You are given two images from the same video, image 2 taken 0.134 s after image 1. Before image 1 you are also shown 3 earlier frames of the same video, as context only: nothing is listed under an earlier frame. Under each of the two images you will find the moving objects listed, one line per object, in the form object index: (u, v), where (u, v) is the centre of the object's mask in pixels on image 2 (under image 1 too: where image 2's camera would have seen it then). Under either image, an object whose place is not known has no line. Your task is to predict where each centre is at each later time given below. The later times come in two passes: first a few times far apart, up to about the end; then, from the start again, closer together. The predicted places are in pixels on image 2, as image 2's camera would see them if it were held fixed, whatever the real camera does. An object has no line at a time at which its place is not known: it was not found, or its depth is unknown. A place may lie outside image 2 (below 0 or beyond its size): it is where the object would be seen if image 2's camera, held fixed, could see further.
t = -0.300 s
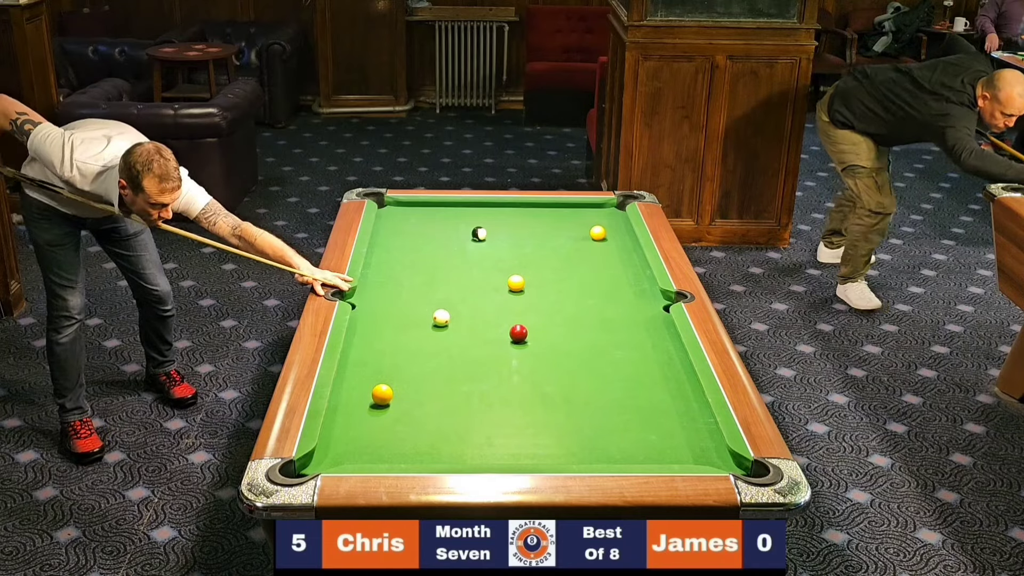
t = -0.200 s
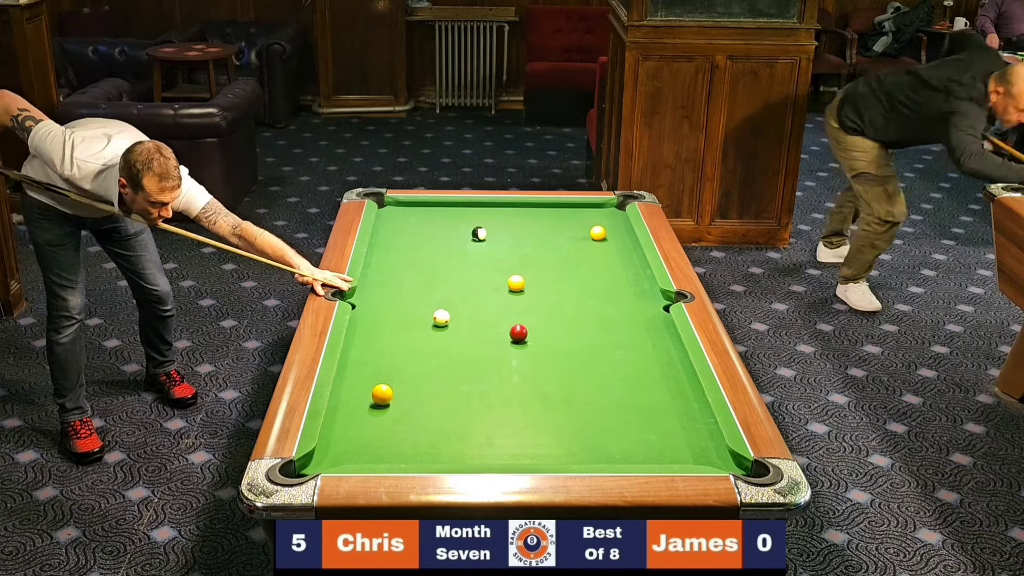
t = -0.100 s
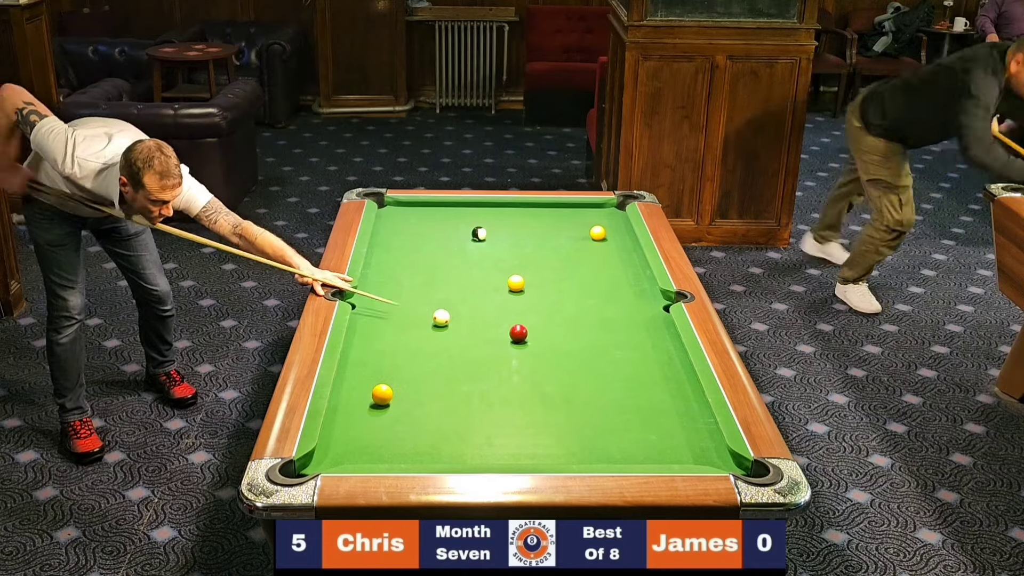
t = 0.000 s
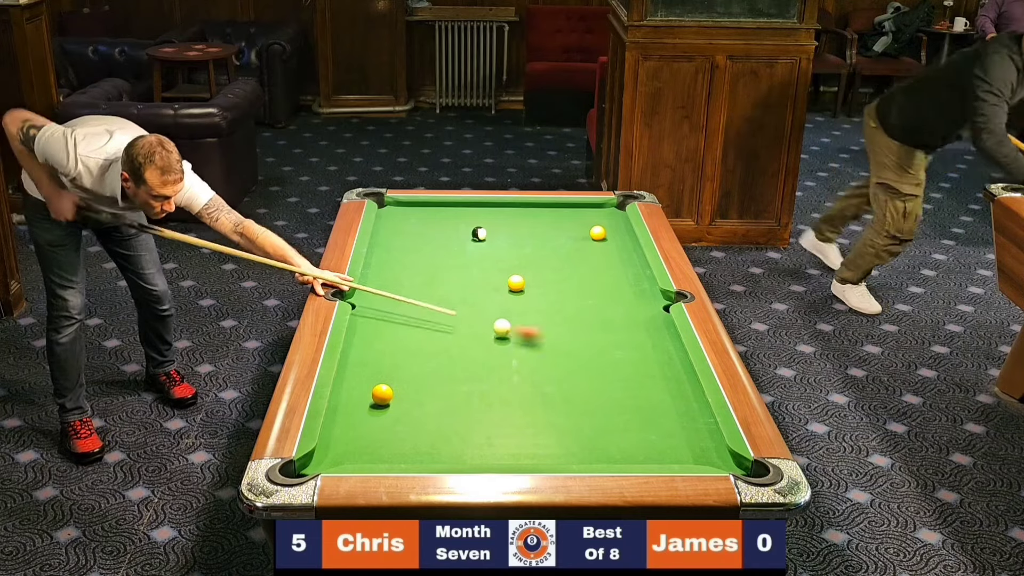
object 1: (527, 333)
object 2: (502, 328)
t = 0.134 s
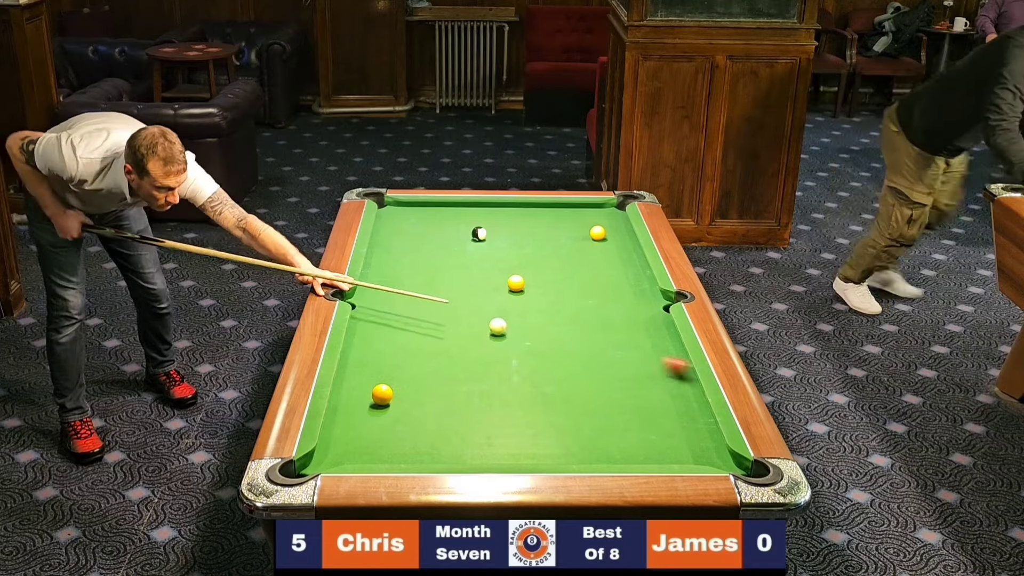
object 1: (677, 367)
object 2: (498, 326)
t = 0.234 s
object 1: (622, 379)
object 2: (503, 326)
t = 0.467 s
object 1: (462, 402)
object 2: (523, 328)
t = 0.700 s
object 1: (367, 420)
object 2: (541, 329)
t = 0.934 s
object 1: (483, 423)
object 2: (557, 330)
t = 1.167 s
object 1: (590, 426)
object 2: (571, 331)
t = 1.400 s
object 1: (694, 430)
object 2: (583, 332)
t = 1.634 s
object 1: (645, 430)
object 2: (593, 332)
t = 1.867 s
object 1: (575, 430)
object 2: (600, 332)
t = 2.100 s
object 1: (507, 430)
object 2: (606, 333)
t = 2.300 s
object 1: (451, 431)
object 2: (609, 333)
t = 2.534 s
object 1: (388, 431)
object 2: (610, 333)
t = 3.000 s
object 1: (380, 431)
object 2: (610, 332)
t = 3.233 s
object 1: (421, 432)
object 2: (610, 332)
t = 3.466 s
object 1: (460, 431)
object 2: (610, 332)
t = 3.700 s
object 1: (496, 431)
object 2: (610, 332)
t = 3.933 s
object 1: (530, 430)
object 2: (610, 333)
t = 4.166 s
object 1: (561, 430)
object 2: (610, 333)
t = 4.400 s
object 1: (590, 430)
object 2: (610, 333)
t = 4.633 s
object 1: (616, 430)
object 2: (610, 333)
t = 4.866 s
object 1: (639, 430)
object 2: (610, 332)
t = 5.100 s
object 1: (660, 431)
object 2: (610, 333)
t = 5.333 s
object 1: (679, 431)
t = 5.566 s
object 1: (695, 432)
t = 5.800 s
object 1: (709, 431)
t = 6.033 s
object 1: (702, 432)
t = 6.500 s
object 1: (691, 435)
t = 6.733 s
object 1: (694, 431)
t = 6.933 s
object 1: (694, 432)
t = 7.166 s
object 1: (694, 432)
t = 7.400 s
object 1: (694, 432)
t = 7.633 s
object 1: (694, 432)
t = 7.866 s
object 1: (694, 432)
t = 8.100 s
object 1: (694, 432)
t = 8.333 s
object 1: (693, 432)
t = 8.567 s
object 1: (694, 431)
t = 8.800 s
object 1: (694, 431)
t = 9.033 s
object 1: (693, 432)
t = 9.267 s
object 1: (694, 432)
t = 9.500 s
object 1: (693, 432)
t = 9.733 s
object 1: (694, 432)
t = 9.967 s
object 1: (693, 432)
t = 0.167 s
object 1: (670, 372)
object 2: (499, 326)
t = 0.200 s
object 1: (645, 375)
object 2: (501, 326)
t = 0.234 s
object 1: (622, 379)
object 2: (503, 326)
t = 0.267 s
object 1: (599, 382)
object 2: (506, 327)
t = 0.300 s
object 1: (577, 386)
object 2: (510, 327)
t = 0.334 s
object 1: (555, 389)
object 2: (512, 327)
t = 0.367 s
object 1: (532, 392)
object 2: (515, 327)
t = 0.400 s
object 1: (509, 395)
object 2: (518, 328)
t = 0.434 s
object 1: (486, 398)
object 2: (521, 328)
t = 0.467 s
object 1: (462, 402)
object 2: (523, 328)
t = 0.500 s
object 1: (440, 405)
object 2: (526, 328)
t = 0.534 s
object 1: (415, 408)
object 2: (529, 328)
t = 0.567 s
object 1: (391, 412)
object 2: (531, 328)
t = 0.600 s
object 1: (368, 415)
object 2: (534, 329)
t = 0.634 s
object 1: (343, 419)
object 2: (536, 329)
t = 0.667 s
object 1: (346, 420)
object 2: (539, 329)
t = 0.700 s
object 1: (367, 420)
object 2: (541, 329)
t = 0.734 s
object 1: (386, 421)
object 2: (544, 329)
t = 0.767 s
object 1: (404, 421)
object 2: (546, 329)
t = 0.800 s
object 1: (421, 421)
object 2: (548, 330)
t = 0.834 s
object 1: (436, 422)
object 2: (551, 330)
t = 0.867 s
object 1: (452, 422)
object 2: (553, 330)
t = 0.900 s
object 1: (467, 422)
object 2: (555, 330)
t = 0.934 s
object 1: (483, 423)
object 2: (557, 330)
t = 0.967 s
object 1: (498, 423)
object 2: (559, 330)
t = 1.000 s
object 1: (514, 424)
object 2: (562, 331)
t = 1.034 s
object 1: (529, 424)
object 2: (563, 331)
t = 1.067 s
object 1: (544, 425)
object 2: (566, 331)
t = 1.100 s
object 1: (559, 425)
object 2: (567, 331)
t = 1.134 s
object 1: (574, 426)
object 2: (569, 331)
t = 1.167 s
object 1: (590, 426)
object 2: (571, 331)
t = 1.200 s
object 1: (605, 427)
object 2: (573, 331)
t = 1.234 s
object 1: (620, 427)
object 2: (575, 331)
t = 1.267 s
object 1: (635, 428)
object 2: (577, 332)
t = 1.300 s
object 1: (650, 428)
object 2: (578, 332)
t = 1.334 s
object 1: (665, 429)
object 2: (580, 332)
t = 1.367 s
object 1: (679, 429)
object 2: (582, 332)
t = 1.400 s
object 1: (694, 430)
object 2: (583, 332)
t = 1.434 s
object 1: (708, 431)
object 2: (585, 332)
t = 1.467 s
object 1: (698, 430)
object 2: (586, 332)
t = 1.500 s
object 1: (687, 431)
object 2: (587, 332)
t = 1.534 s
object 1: (676, 430)
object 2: (589, 332)
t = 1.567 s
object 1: (665, 431)
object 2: (590, 332)
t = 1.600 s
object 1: (655, 430)
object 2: (592, 332)
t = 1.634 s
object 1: (645, 430)
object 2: (593, 332)
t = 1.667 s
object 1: (635, 430)
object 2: (594, 332)
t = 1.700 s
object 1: (625, 430)
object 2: (595, 332)
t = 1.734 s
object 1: (614, 430)
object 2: (596, 332)
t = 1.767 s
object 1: (604, 430)
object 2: (597, 332)
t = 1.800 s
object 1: (595, 430)
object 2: (599, 333)
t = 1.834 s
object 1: (585, 430)
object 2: (599, 332)
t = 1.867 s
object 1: (575, 430)
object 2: (600, 332)
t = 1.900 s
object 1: (565, 430)
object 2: (601, 333)
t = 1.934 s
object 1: (555, 430)
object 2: (602, 333)
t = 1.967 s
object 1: (546, 430)
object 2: (603, 333)
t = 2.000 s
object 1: (536, 430)
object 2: (604, 333)
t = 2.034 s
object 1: (526, 430)
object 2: (604, 333)
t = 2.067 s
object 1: (517, 430)
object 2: (605, 333)
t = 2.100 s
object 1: (507, 430)
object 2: (606, 333)
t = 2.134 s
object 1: (498, 430)
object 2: (606, 333)
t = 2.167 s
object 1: (488, 431)
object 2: (607, 332)
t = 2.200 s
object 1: (479, 430)
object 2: (608, 332)
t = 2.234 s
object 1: (470, 431)
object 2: (608, 333)
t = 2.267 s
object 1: (460, 430)
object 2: (608, 333)
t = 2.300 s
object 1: (451, 431)
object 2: (609, 333)
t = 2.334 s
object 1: (442, 431)
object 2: (609, 333)
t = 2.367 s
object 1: (433, 430)
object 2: (609, 333)
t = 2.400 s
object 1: (424, 431)
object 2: (609, 332)
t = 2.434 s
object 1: (415, 431)
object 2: (610, 333)
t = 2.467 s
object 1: (406, 431)
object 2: (610, 333)
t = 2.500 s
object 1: (397, 431)
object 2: (610, 333)
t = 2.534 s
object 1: (388, 431)
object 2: (610, 333)
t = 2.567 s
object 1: (379, 431)
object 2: (610, 333)
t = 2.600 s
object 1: (370, 431)
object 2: (610, 333)
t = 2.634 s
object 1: (361, 431)
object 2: (610, 333)
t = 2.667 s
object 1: (353, 431)
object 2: (610, 333)
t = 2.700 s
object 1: (344, 431)
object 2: (610, 333)
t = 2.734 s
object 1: (336, 431)
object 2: (610, 333)
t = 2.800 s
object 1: (342, 431)
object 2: (610, 333)
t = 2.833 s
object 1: (349, 431)
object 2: (610, 332)
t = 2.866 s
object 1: (355, 431)
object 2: (610, 333)
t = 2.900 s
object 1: (362, 431)
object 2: (610, 332)
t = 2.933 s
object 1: (368, 431)
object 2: (610, 332)
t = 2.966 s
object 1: (374, 431)
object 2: (610, 332)
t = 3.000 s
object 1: (380, 431)
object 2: (610, 332)
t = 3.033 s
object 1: (386, 431)
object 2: (610, 332)
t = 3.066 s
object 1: (392, 431)
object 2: (610, 332)
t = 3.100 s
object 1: (398, 432)
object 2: (610, 332)
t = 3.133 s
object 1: (404, 432)
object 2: (610, 332)
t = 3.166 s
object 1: (410, 432)
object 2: (610, 332)
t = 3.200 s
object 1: (416, 432)
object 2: (610, 332)
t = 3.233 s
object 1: (421, 432)
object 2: (610, 332)
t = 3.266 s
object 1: (427, 432)
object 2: (610, 332)
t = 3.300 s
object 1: (433, 432)
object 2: (610, 332)
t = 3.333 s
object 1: (438, 432)
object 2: (610, 332)
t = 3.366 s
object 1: (444, 431)
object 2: (610, 332)
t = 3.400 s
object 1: (449, 431)
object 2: (610, 332)
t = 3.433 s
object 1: (455, 432)
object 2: (610, 332)
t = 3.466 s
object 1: (460, 431)
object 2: (610, 332)
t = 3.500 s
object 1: (465, 431)
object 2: (610, 332)
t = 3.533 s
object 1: (471, 431)
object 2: (610, 332)
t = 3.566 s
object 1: (476, 431)
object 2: (610, 332)
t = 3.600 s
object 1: (481, 431)
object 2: (610, 332)
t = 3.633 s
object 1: (486, 431)
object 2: (610, 332)
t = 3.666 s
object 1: (491, 431)
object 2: (610, 333)
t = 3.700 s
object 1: (496, 431)
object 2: (610, 332)
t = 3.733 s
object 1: (501, 431)
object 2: (610, 332)
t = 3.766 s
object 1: (506, 431)
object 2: (610, 332)
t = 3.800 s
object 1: (511, 431)
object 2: (610, 333)
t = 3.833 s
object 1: (516, 431)
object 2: (610, 332)
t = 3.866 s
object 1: (520, 430)
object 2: (610, 333)
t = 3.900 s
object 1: (525, 430)
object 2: (610, 333)
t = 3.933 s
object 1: (530, 430)
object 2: (610, 333)
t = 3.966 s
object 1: (535, 430)
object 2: (610, 333)
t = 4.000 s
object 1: (539, 431)
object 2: (610, 333)
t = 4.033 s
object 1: (544, 430)
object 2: (610, 333)
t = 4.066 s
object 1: (548, 430)
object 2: (610, 333)
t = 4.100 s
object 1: (552, 430)
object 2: (610, 333)
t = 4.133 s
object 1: (557, 430)
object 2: (610, 333)
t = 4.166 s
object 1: (561, 430)
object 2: (610, 333)
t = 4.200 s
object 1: (565, 430)
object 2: (610, 333)
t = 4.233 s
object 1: (570, 430)
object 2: (610, 333)
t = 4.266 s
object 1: (574, 430)
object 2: (610, 333)
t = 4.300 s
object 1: (577, 430)
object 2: (610, 333)
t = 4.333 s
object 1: (582, 430)
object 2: (610, 333)
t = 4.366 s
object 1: (586, 430)
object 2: (610, 333)
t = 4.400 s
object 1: (590, 430)
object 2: (610, 333)
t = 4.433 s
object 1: (593, 430)
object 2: (610, 333)
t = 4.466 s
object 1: (597, 430)
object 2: (610, 333)
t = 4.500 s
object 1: (601, 430)
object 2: (610, 333)
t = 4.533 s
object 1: (605, 430)
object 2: (610, 333)
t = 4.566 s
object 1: (608, 430)
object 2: (610, 333)
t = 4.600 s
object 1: (612, 430)
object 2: (610, 333)
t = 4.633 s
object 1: (616, 430)
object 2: (610, 333)
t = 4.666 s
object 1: (619, 430)
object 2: (610, 333)
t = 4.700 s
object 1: (623, 430)
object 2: (610, 333)
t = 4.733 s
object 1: (626, 430)
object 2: (610, 332)
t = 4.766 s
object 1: (629, 430)
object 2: (610, 332)
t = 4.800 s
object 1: (632, 431)
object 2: (610, 332)
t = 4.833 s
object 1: (636, 431)
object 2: (610, 332)
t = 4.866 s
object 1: (639, 430)
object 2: (610, 332)
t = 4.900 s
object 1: (642, 430)
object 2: (610, 332)
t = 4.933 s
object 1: (645, 430)
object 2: (610, 332)
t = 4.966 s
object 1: (648, 431)
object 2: (610, 332)
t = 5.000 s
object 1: (652, 430)
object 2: (610, 332)
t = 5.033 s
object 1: (654, 431)
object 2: (610, 333)
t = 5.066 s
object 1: (657, 430)
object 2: (610, 332)
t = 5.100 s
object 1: (660, 431)
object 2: (610, 333)
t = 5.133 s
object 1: (663, 430)
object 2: (610, 333)
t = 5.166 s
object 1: (666, 431)
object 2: (610, 332)
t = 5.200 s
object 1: (669, 430)
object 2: (610, 333)
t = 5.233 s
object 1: (671, 431)
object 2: (610, 333)
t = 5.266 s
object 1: (674, 431)
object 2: (610, 333)
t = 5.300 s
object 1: (676, 431)
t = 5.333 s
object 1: (679, 431)
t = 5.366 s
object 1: (681, 431)
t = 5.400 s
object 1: (684, 431)
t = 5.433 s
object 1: (686, 432)
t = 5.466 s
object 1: (688, 432)
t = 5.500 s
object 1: (690, 431)
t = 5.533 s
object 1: (693, 431)
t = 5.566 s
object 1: (695, 432)
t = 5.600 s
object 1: (697, 431)
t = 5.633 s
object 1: (699, 432)
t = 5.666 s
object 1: (701, 431)
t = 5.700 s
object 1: (703, 431)
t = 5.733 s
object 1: (705, 431)
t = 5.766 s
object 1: (707, 432)
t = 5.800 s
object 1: (709, 431)
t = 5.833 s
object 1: (709, 431)
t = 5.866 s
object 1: (707, 431)
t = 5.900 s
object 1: (706, 432)
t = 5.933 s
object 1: (705, 432)
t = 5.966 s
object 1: (704, 431)
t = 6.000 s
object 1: (703, 432)
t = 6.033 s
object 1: (702, 432)
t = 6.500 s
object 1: (691, 435)
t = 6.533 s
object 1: (694, 431)
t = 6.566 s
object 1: (694, 431)
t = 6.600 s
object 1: (694, 431)
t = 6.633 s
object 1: (694, 431)
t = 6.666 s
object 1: (693, 431)
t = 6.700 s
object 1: (693, 431)
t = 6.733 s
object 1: (694, 431)
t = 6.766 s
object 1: (694, 431)
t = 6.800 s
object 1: (694, 431)
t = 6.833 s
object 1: (694, 431)
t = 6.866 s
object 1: (694, 431)
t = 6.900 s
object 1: (694, 431)
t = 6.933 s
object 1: (694, 432)
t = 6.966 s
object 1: (694, 431)
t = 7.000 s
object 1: (694, 432)
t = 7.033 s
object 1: (694, 431)
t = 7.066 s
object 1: (693, 432)
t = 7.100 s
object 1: (694, 431)
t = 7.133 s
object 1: (693, 432)
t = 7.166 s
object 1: (694, 432)
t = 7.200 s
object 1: (693, 432)
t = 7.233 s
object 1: (694, 432)
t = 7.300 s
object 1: (693, 432)
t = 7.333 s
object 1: (694, 432)
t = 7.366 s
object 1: (693, 432)
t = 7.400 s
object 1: (694, 432)
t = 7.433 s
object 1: (693, 432)
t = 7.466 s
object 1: (694, 432)
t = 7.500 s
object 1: (693, 432)
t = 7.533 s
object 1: (694, 432)
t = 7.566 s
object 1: (693, 432)
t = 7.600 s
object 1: (693, 432)
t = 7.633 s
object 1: (694, 432)
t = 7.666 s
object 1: (693, 432)
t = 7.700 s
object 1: (694, 432)
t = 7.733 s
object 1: (693, 432)
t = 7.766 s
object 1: (694, 432)
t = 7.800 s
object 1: (694, 432)
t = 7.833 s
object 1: (693, 432)
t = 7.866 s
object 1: (694, 432)
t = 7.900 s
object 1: (693, 432)
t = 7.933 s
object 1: (694, 432)
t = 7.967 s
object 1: (694, 432)
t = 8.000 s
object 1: (693, 432)
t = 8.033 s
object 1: (694, 432)
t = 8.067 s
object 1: (693, 432)
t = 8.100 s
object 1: (694, 432)
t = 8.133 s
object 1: (693, 432)
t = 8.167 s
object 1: (694, 432)
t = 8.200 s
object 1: (693, 432)
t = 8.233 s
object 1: (694, 432)
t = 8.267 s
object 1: (693, 432)
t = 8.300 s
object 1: (694, 432)
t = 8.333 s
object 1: (693, 432)
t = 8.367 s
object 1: (694, 432)
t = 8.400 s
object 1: (693, 432)
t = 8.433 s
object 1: (694, 431)
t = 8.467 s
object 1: (693, 432)
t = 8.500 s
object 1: (694, 431)
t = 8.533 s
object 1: (693, 432)
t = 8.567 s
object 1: (694, 431)
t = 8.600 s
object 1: (694, 431)
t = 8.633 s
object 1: (693, 432)
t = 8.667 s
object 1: (694, 431)
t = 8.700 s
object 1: (693, 432)
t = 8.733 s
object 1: (694, 431)
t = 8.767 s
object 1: (693, 432)
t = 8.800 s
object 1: (694, 431)
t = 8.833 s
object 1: (693, 432)
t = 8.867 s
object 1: (694, 431)
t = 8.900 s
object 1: (693, 432)
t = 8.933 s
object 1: (694, 432)
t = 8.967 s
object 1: (694, 432)
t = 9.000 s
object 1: (694, 432)
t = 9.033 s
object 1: (693, 432)
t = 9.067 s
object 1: (694, 432)
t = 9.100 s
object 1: (693, 432)
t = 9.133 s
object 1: (694, 432)
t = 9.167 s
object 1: (694, 432)
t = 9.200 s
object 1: (694, 432)
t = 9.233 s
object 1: (693, 432)
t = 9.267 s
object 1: (694, 432)
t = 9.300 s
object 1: (693, 432)
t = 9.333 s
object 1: (693, 432)
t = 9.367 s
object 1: (693, 432)
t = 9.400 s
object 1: (694, 432)
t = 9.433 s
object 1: (693, 432)
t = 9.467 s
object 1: (694, 432)
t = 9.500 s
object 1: (693, 432)
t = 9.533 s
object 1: (693, 432)
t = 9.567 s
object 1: (693, 432)
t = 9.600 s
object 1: (694, 432)
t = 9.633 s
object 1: (694, 432)
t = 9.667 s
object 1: (694, 432)
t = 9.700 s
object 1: (693, 432)
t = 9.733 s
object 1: (694, 432)
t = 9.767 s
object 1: (693, 432)
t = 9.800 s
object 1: (693, 432)
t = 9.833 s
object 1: (693, 432)
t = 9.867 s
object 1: (693, 432)
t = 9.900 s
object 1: (694, 431)
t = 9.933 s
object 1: (694, 432)
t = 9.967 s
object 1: (693, 432)
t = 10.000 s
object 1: (694, 432)
